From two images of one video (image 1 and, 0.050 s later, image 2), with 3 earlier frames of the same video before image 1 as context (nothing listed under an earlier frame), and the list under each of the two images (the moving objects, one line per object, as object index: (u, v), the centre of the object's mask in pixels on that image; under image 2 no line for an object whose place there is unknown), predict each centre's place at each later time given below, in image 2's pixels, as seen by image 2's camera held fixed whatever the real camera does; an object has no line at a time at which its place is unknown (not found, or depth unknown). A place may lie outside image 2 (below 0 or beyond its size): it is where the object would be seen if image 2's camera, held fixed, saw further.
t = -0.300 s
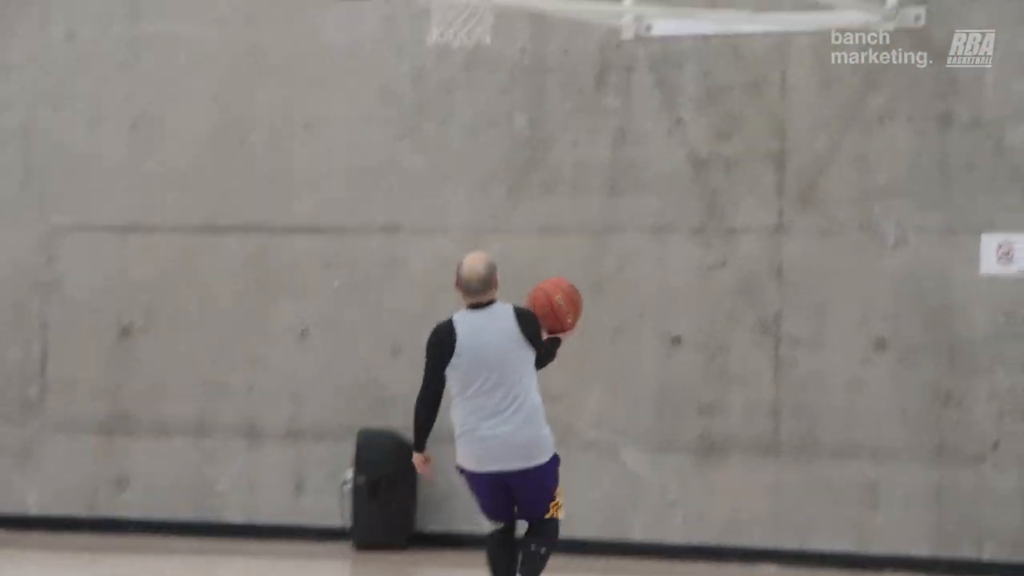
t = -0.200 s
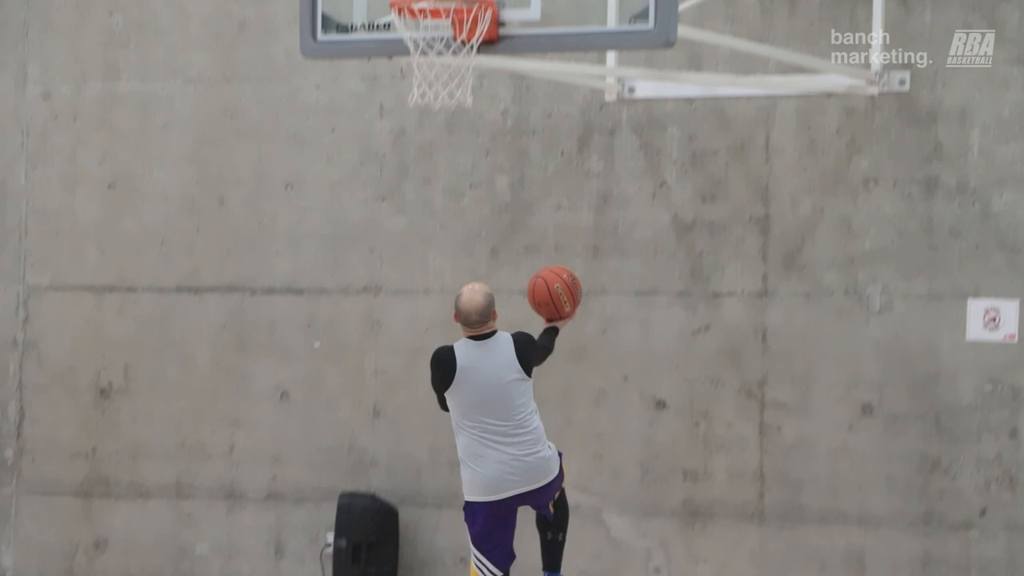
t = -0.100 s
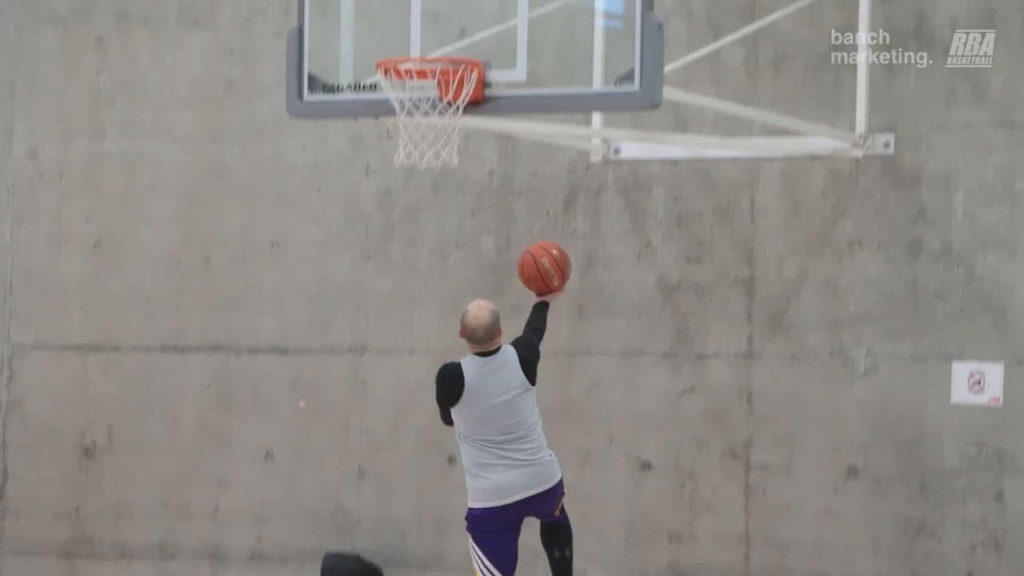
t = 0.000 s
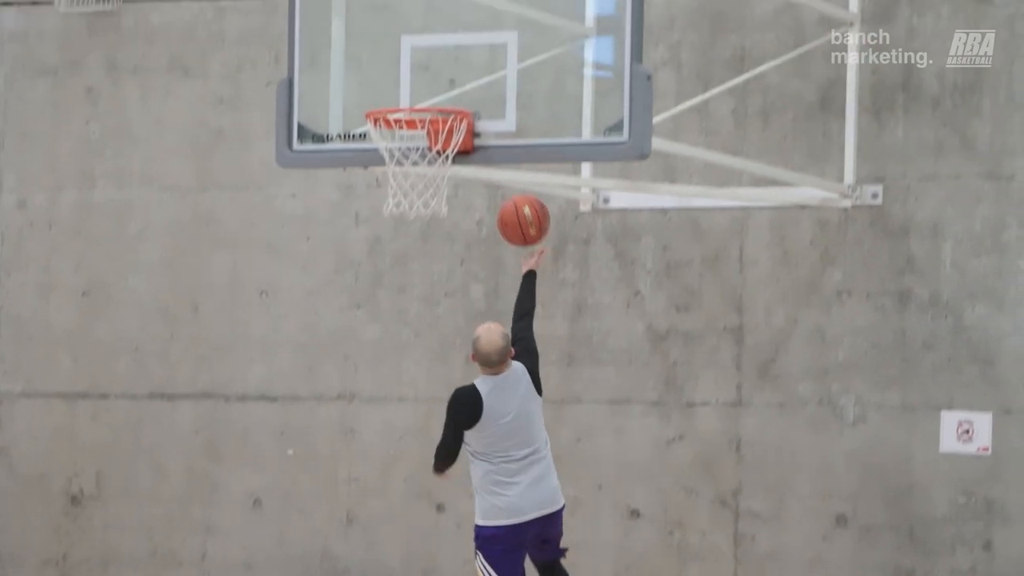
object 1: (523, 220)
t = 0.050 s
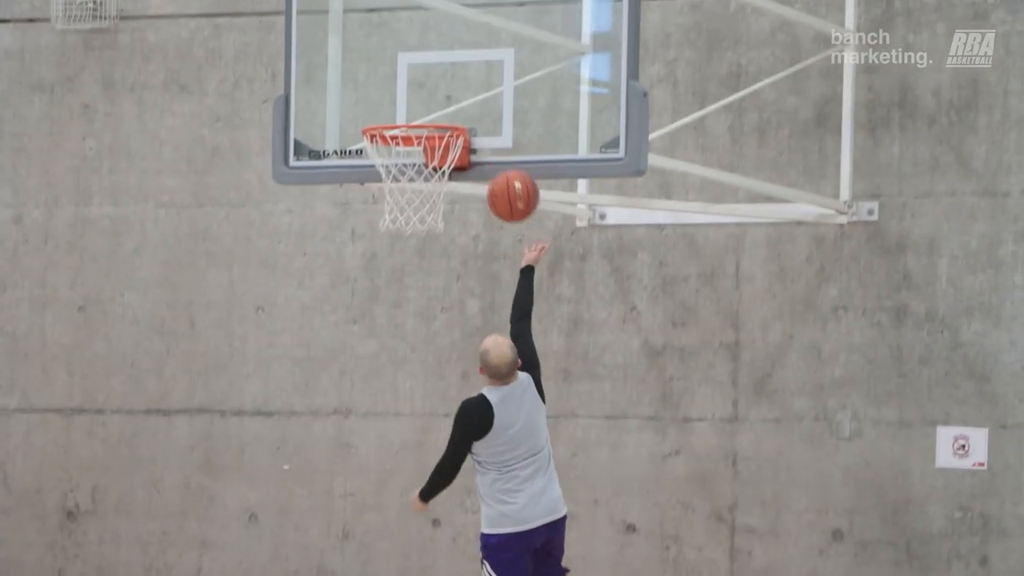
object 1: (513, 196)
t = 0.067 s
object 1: (511, 183)
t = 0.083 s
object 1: (509, 170)
